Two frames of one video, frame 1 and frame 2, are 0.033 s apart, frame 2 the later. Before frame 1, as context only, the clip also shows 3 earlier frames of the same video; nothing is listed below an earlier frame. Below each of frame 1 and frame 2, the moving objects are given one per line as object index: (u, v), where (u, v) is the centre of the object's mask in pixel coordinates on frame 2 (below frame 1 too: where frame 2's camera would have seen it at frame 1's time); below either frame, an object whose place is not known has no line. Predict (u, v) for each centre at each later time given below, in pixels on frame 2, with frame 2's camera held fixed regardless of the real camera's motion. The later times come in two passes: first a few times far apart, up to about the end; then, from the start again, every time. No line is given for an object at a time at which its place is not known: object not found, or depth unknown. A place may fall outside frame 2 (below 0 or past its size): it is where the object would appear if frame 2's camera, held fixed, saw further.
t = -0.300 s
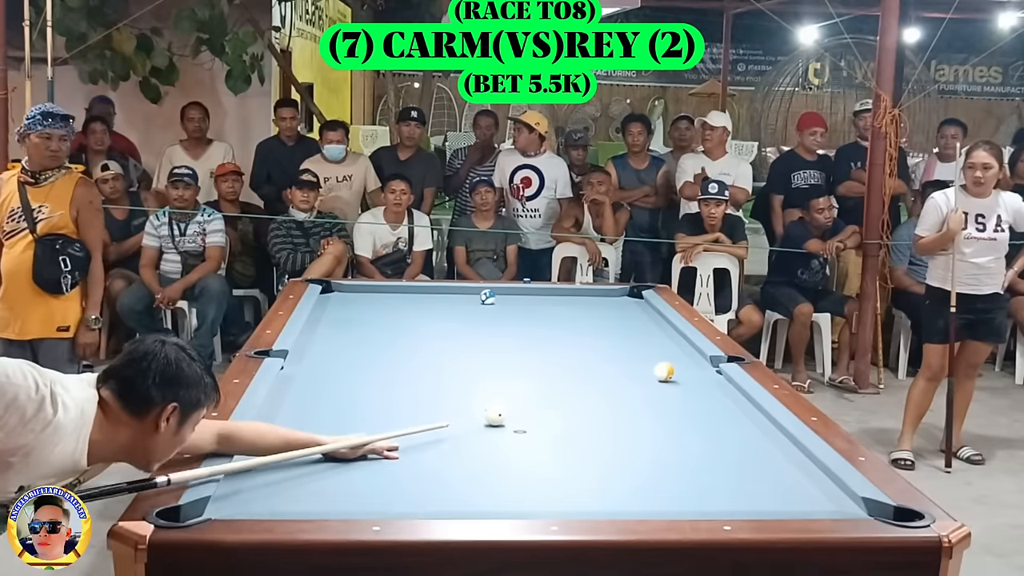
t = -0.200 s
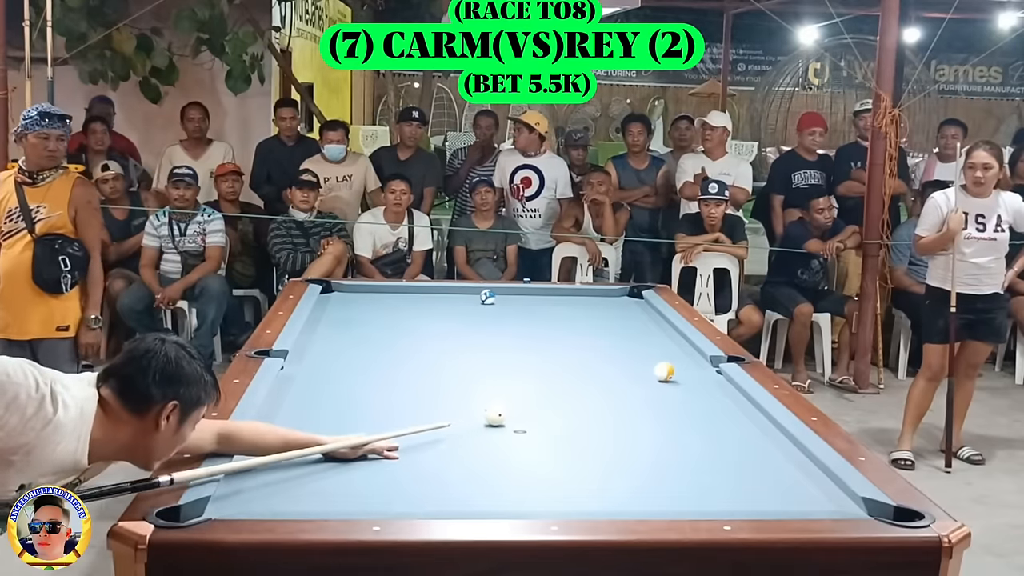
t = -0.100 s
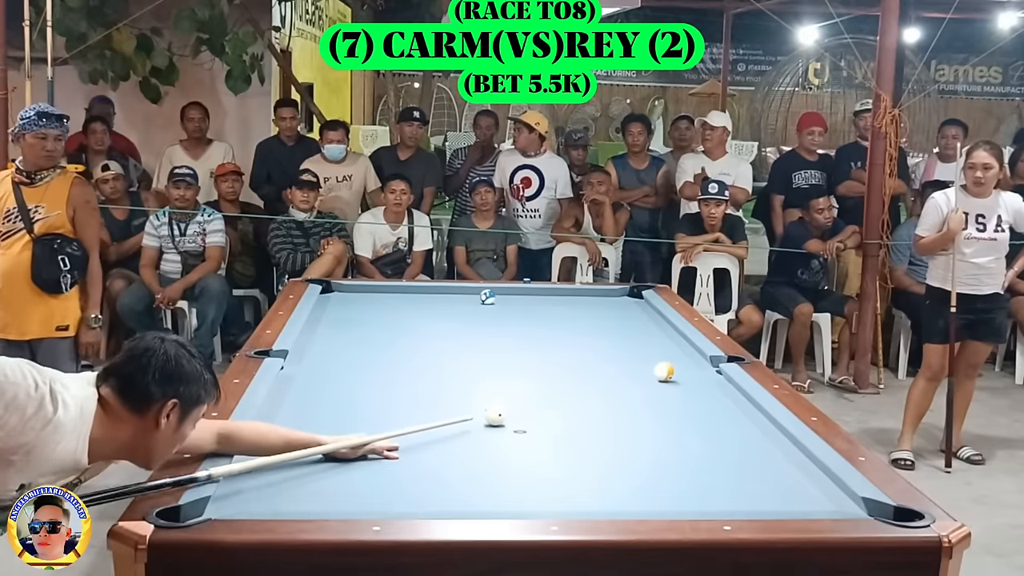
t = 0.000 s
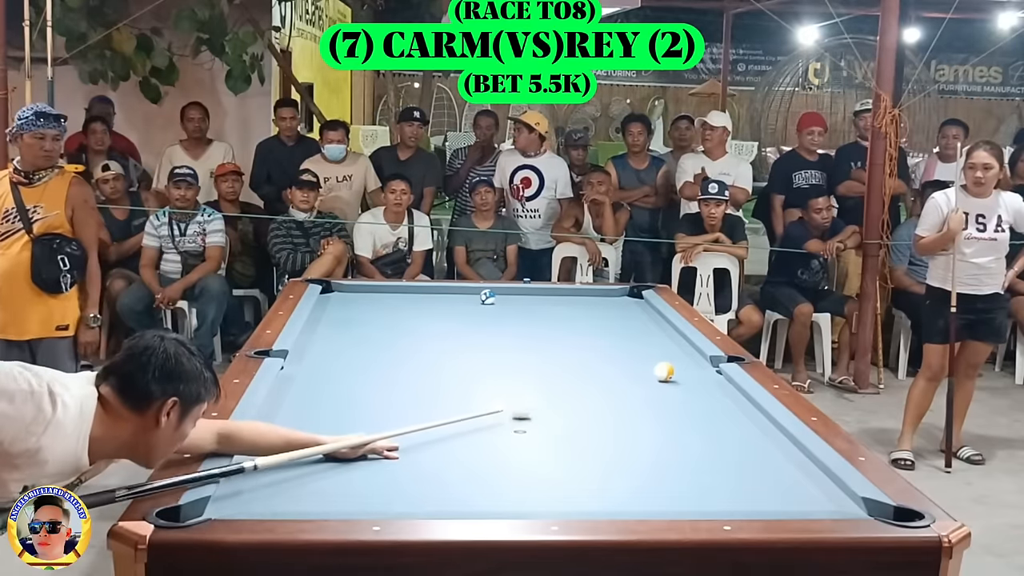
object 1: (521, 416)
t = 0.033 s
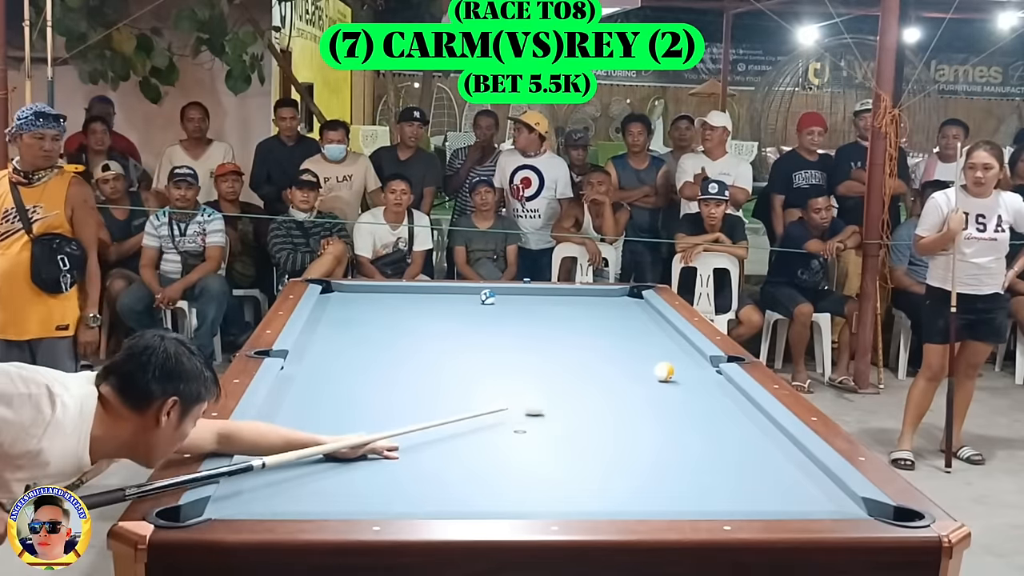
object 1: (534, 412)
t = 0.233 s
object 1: (601, 392)
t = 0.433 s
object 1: (647, 373)
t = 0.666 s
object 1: (648, 365)
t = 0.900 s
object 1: (653, 358)
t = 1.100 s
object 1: (657, 352)
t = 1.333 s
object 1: (661, 346)
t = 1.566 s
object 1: (665, 340)
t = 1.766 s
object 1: (668, 336)
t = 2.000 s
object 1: (671, 331)
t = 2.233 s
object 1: (664, 327)
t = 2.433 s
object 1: (658, 324)
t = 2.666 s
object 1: (651, 322)
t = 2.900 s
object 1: (646, 319)
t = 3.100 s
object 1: (642, 317)
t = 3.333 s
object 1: (637, 315)
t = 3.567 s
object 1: (633, 314)
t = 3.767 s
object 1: (631, 312)
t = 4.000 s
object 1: (628, 311)
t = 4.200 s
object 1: (626, 310)
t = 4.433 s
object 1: (624, 310)
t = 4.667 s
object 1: (622, 309)
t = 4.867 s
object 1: (621, 309)
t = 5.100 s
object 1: (621, 309)
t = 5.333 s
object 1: (621, 309)
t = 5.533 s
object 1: (622, 309)
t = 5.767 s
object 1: (622, 309)
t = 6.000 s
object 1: (622, 309)
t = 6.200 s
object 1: (621, 309)
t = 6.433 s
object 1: (622, 309)
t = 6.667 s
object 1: (621, 309)
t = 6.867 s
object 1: (621, 309)
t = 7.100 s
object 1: (621, 309)
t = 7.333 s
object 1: (622, 309)
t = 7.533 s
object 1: (621, 309)
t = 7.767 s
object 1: (621, 309)
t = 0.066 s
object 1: (547, 409)
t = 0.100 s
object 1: (558, 404)
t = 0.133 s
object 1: (569, 401)
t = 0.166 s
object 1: (580, 397)
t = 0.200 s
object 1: (591, 393)
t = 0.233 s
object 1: (601, 392)
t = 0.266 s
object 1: (611, 390)
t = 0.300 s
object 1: (621, 386)
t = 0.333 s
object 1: (629, 379)
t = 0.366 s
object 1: (638, 377)
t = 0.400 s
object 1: (647, 374)
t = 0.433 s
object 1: (647, 373)
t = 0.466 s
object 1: (646, 372)
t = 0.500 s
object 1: (645, 371)
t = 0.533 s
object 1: (646, 370)
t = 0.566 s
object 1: (646, 369)
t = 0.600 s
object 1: (647, 367)
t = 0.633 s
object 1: (648, 366)
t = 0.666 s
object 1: (648, 365)
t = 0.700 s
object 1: (649, 364)
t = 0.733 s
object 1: (650, 363)
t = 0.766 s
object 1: (651, 362)
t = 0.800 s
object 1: (652, 361)
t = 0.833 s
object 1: (652, 360)
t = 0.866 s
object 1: (653, 359)
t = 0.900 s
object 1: (653, 358)
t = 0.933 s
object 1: (654, 357)
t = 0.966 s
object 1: (655, 355)
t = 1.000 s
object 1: (655, 354)
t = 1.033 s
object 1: (656, 353)
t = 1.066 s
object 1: (657, 353)
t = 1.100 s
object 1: (657, 352)
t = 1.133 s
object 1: (657, 351)
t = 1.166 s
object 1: (658, 350)
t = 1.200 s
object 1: (659, 349)
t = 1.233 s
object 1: (659, 349)
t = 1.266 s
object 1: (660, 348)
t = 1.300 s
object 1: (661, 347)
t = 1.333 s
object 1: (661, 346)
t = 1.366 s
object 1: (661, 345)
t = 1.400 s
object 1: (662, 344)
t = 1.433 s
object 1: (663, 343)
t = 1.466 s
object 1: (663, 342)
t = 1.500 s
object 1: (664, 342)
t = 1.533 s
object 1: (664, 341)
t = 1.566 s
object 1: (665, 340)
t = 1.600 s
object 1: (666, 340)
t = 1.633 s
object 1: (666, 339)
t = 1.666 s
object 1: (667, 338)
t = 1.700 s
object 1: (667, 337)
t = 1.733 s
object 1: (667, 336)
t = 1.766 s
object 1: (668, 336)
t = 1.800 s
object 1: (669, 335)
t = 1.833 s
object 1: (669, 334)
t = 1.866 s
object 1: (670, 334)
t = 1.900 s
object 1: (670, 333)
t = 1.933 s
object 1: (670, 332)
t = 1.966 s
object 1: (671, 331)
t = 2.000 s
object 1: (671, 331)
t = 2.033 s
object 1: (671, 330)
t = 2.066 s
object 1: (669, 330)
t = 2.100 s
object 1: (668, 329)
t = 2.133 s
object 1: (667, 329)
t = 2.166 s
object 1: (666, 328)
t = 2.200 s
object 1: (665, 328)
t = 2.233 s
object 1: (664, 327)
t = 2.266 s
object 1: (663, 327)
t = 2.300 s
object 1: (662, 326)
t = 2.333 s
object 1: (661, 326)
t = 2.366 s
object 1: (660, 325)
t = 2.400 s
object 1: (659, 325)
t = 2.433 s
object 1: (658, 324)
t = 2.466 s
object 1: (657, 324)
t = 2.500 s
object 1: (656, 324)
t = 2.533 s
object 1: (655, 323)
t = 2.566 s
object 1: (655, 323)
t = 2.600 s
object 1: (654, 322)
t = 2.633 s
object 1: (653, 322)
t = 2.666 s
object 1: (651, 322)
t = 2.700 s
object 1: (651, 321)
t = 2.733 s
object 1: (650, 321)
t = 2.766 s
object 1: (649, 320)
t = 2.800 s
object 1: (648, 320)
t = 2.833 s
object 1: (648, 320)
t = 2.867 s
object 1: (647, 319)
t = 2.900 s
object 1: (646, 319)
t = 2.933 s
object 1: (645, 319)
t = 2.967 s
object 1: (644, 318)
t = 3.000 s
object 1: (644, 318)
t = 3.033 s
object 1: (643, 318)
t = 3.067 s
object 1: (643, 318)
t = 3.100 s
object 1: (642, 317)
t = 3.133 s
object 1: (641, 317)
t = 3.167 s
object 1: (640, 317)
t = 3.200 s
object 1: (640, 316)
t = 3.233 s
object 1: (639, 316)
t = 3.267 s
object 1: (638, 316)
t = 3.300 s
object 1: (638, 315)
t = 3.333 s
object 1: (637, 315)
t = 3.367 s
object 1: (637, 315)
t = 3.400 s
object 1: (636, 315)
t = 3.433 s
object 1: (636, 314)
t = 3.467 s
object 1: (635, 314)
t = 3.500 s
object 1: (634, 314)
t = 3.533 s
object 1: (634, 314)
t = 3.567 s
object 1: (633, 314)
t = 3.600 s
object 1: (633, 313)
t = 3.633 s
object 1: (632, 313)
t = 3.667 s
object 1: (632, 313)
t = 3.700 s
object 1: (631, 313)
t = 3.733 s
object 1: (631, 312)
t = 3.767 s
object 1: (631, 312)
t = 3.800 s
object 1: (630, 312)
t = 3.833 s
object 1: (630, 312)
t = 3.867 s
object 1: (630, 312)
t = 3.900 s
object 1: (629, 312)
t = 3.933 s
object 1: (629, 311)
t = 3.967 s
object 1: (628, 311)
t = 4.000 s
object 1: (628, 311)
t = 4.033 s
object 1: (627, 311)
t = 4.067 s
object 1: (627, 311)
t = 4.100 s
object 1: (627, 311)
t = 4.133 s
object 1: (626, 310)
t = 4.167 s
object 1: (626, 310)
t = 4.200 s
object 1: (626, 310)
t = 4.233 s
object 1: (625, 310)
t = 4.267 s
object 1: (625, 310)
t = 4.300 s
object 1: (625, 310)
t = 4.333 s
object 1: (625, 310)
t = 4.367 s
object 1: (624, 310)
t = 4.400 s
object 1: (624, 310)
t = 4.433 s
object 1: (624, 310)
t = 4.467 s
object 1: (623, 309)
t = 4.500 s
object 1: (623, 309)
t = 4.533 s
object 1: (623, 309)
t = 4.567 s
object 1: (623, 309)
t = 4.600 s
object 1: (622, 309)
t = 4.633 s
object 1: (622, 309)
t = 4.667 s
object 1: (622, 309)
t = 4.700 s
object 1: (622, 309)
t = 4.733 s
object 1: (622, 309)
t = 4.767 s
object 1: (622, 309)
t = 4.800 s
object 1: (621, 309)
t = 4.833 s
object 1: (621, 309)
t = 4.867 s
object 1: (621, 309)
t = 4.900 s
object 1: (622, 309)
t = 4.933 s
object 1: (621, 309)
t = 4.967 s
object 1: (621, 309)
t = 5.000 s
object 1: (621, 309)
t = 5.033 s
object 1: (621, 309)
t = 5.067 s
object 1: (621, 309)
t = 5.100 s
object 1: (621, 309)
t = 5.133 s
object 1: (621, 309)
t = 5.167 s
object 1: (621, 309)
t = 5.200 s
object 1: (621, 309)
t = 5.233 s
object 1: (621, 309)
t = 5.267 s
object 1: (621, 309)
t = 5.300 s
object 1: (621, 309)
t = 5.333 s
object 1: (621, 309)
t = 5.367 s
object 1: (621, 309)
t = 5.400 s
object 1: (621, 309)
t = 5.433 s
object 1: (621, 309)
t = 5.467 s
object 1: (622, 309)
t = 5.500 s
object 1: (622, 309)
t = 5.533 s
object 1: (622, 309)
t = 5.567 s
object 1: (622, 309)
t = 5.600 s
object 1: (622, 309)
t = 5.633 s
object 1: (622, 309)
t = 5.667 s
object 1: (622, 309)
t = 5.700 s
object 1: (622, 309)
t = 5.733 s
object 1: (622, 309)
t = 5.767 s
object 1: (622, 309)
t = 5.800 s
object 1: (622, 309)
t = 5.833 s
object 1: (622, 309)
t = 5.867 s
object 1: (622, 309)
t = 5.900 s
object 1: (622, 309)
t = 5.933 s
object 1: (622, 309)
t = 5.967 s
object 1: (622, 309)
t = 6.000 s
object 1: (622, 309)
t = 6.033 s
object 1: (622, 309)
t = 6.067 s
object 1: (622, 309)
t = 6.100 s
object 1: (621, 309)
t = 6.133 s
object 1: (621, 309)
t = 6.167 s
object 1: (622, 309)
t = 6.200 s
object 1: (621, 309)
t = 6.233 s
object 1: (621, 309)
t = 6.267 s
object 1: (621, 309)
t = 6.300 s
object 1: (621, 309)
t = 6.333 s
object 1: (622, 309)
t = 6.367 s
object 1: (621, 309)
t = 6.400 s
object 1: (622, 309)
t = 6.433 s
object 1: (622, 309)
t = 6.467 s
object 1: (621, 309)
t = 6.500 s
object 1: (621, 309)
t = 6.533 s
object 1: (621, 309)
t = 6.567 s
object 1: (621, 309)
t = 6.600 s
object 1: (621, 309)
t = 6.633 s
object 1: (621, 309)
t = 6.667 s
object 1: (621, 309)
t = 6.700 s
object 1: (621, 309)
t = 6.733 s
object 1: (621, 309)
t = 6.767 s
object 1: (621, 309)
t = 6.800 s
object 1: (621, 309)
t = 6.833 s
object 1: (621, 309)
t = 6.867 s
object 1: (621, 309)
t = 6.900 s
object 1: (621, 309)
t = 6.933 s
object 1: (621, 309)
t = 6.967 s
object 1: (621, 309)
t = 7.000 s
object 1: (621, 309)
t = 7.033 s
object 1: (621, 309)
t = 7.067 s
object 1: (621, 309)
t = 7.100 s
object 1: (621, 309)
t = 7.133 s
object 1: (621, 309)
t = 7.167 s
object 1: (621, 309)
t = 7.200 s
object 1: (621, 309)
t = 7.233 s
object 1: (621, 309)
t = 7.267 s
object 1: (622, 309)
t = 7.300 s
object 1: (621, 309)
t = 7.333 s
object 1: (622, 309)
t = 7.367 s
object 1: (621, 309)
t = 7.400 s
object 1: (621, 309)
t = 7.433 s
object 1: (621, 309)
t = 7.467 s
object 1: (621, 309)
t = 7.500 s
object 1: (621, 309)
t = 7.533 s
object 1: (621, 309)
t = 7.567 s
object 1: (621, 309)
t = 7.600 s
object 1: (621, 309)
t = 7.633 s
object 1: (621, 309)
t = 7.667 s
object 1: (622, 309)
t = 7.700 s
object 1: (621, 309)
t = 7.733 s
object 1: (621, 309)
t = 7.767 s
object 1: (621, 309)
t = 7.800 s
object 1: (621, 309)
